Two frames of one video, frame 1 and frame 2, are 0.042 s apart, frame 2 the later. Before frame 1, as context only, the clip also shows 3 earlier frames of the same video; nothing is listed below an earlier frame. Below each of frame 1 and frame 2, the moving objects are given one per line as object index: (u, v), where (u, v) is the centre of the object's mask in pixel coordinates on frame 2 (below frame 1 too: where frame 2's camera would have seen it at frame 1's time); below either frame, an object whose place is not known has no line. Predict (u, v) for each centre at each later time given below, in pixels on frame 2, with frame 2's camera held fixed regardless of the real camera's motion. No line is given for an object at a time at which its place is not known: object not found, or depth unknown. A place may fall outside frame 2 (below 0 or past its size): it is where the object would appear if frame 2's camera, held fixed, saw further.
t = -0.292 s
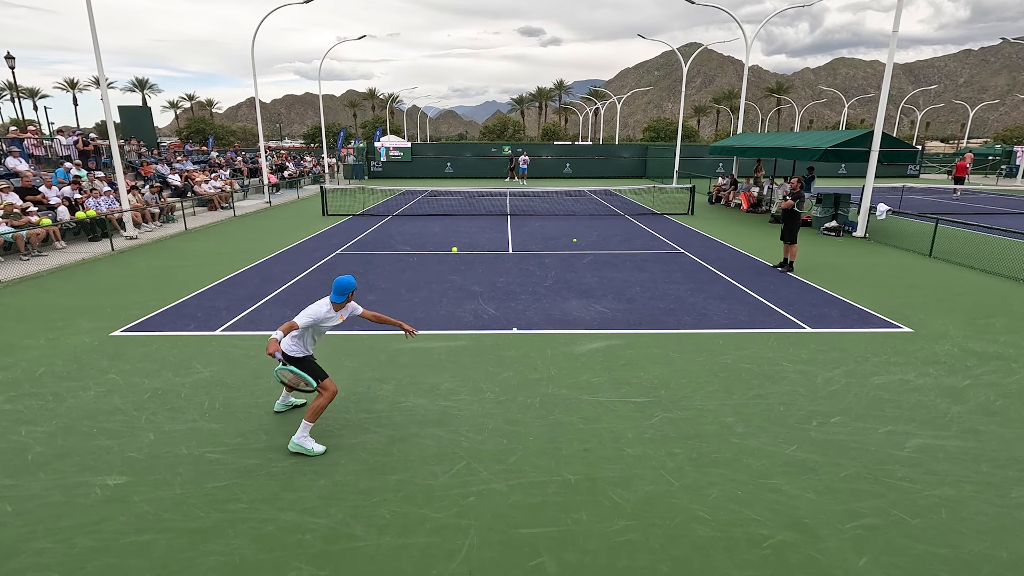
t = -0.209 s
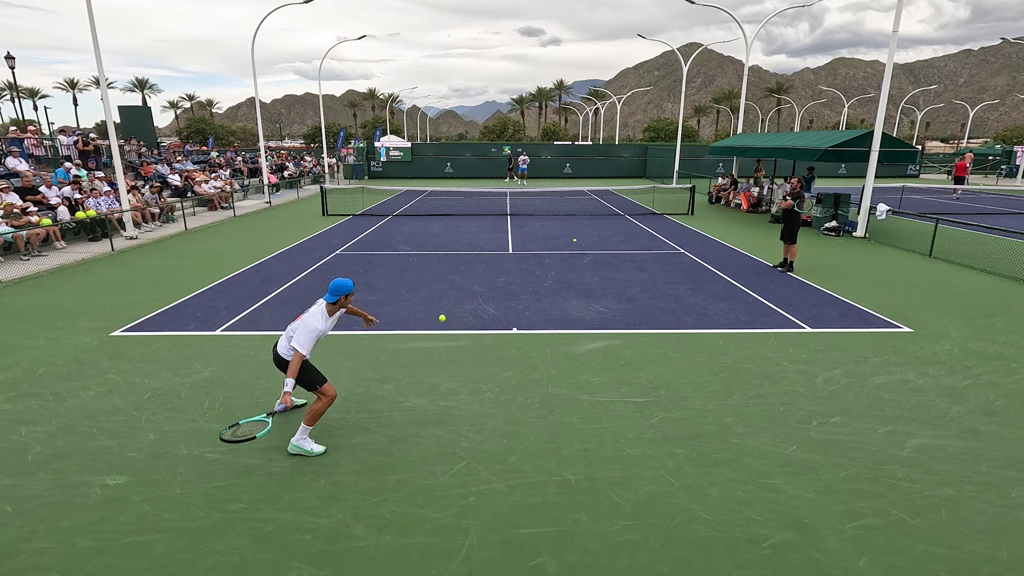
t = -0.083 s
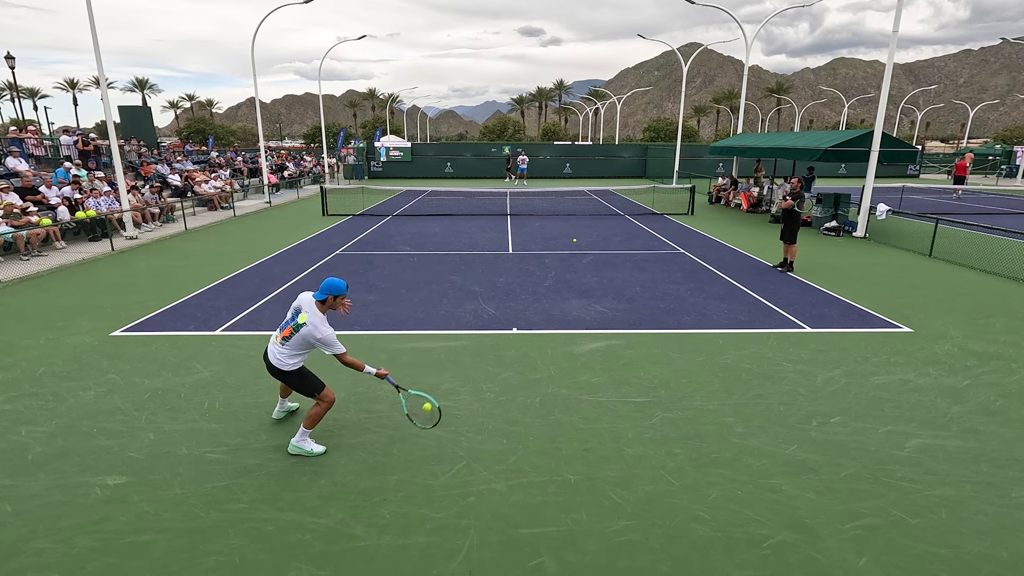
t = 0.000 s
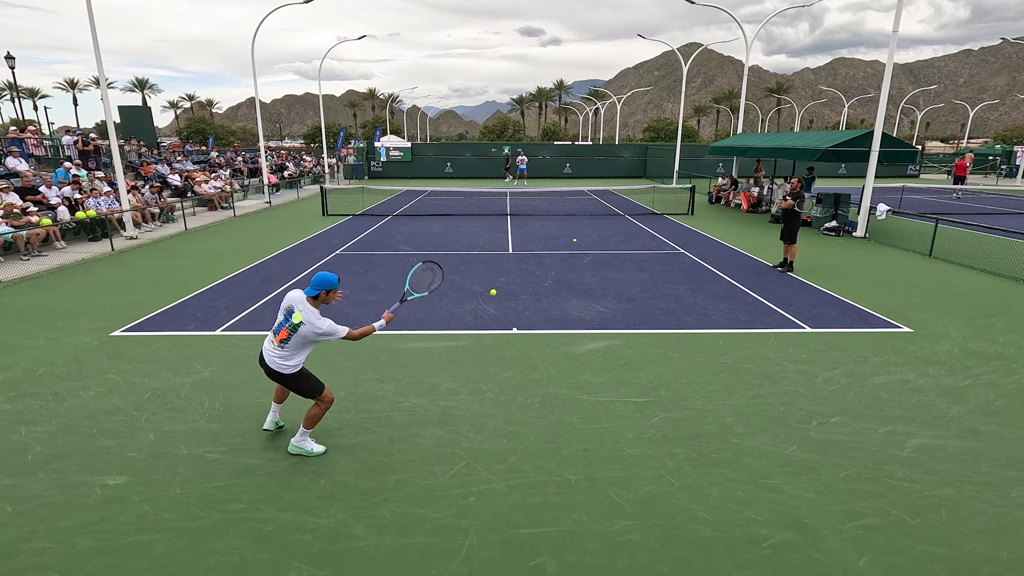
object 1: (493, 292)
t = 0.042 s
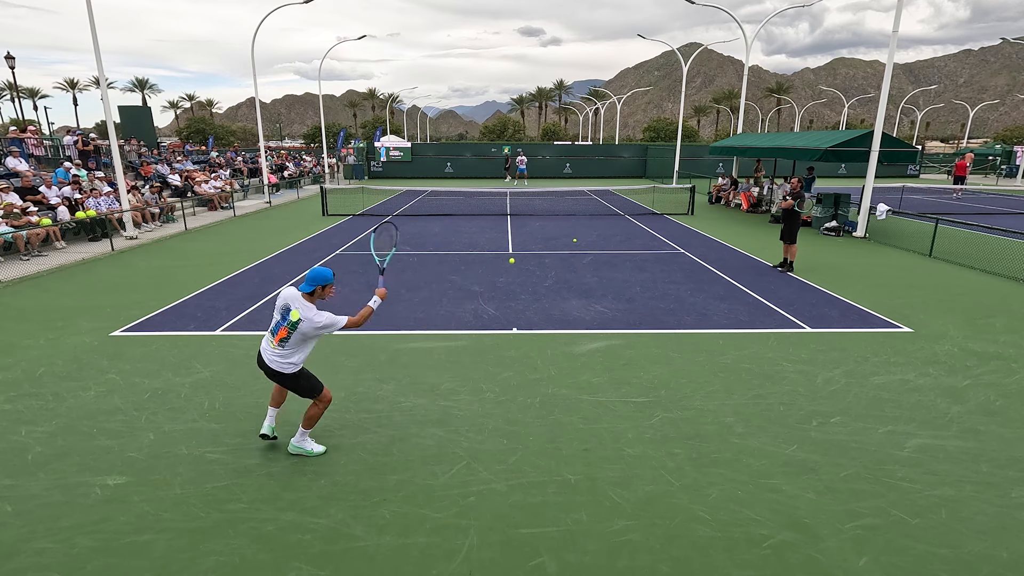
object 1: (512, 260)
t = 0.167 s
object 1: (544, 209)
